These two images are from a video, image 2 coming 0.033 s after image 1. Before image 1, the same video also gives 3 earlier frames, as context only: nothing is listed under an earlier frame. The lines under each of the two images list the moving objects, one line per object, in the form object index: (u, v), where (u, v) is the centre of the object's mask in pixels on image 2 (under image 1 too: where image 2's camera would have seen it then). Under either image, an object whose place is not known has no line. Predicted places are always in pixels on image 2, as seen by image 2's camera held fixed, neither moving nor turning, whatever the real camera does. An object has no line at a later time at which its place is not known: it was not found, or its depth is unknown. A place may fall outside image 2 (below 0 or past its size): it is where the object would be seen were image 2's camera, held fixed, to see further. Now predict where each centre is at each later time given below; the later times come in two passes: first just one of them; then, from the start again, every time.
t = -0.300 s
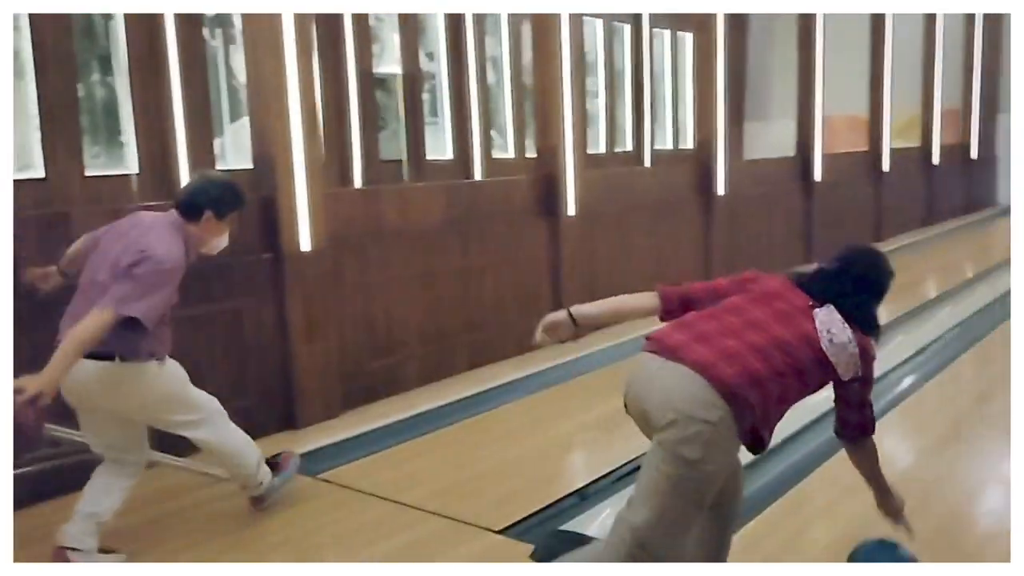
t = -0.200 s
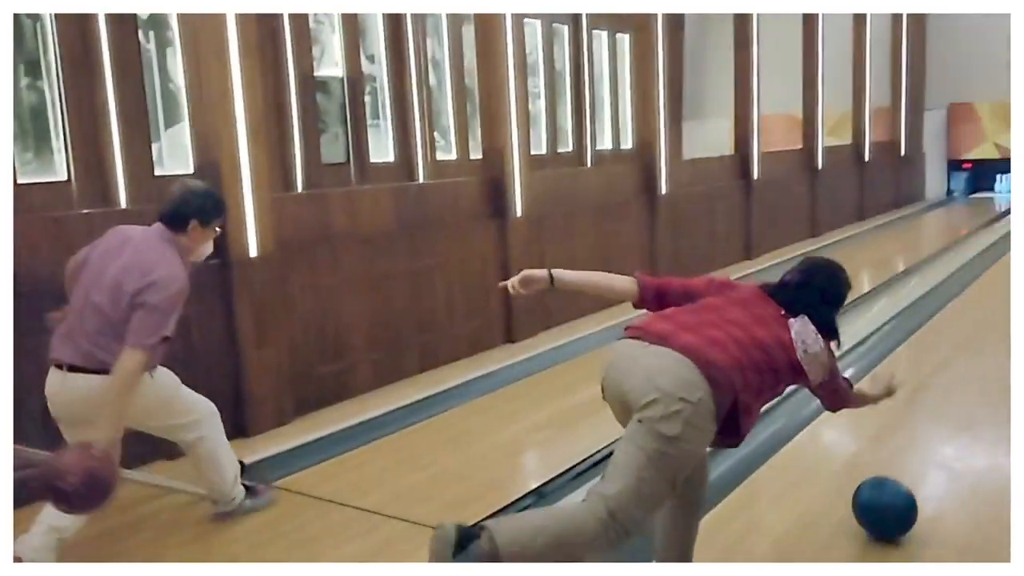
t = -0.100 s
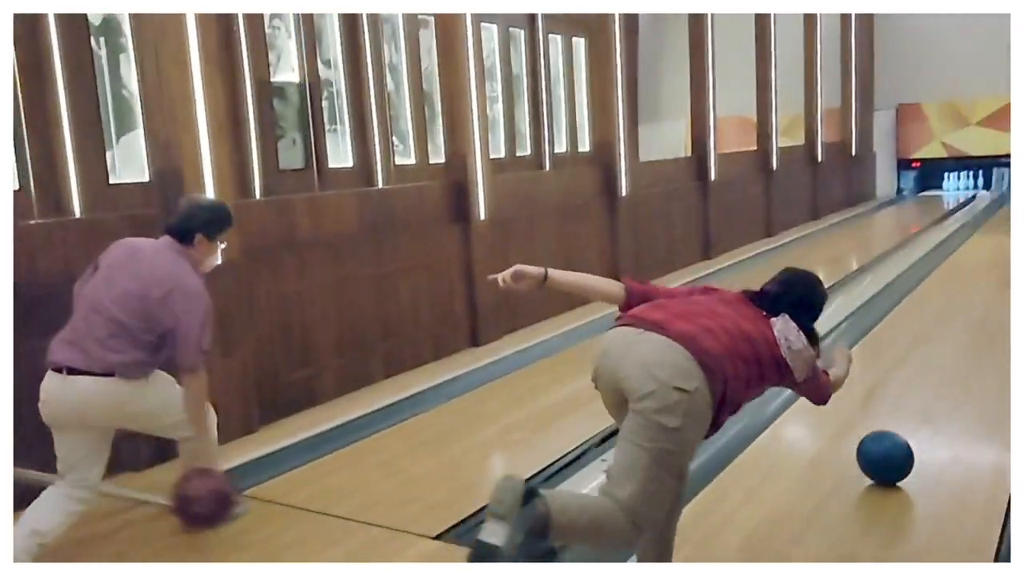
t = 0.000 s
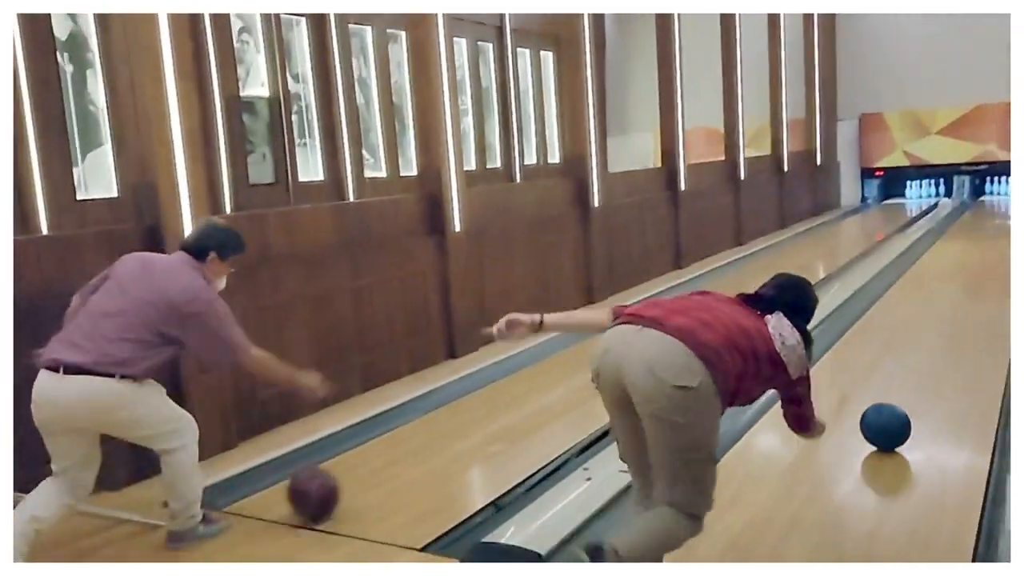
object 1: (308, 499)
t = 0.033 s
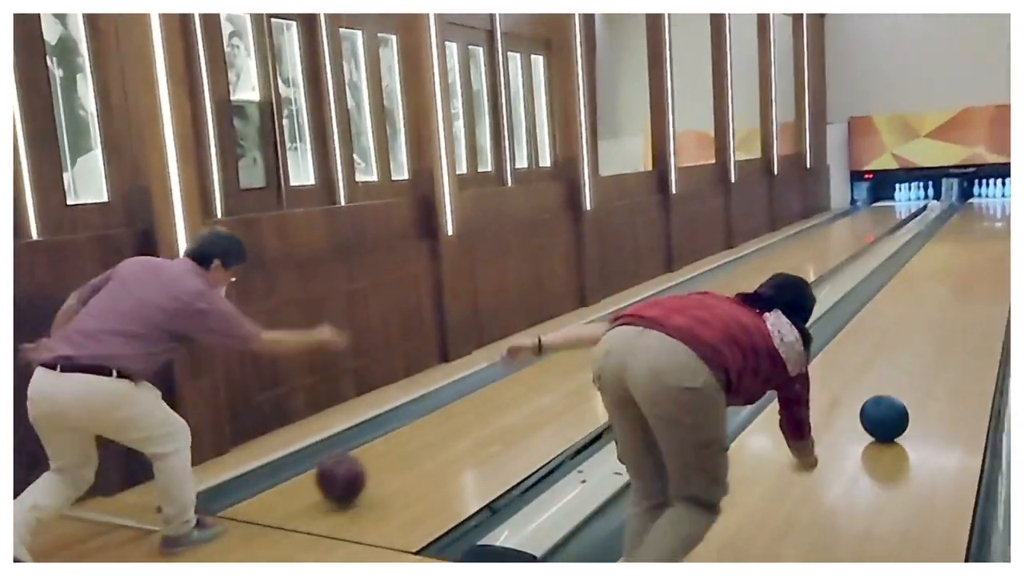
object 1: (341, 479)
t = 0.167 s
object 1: (449, 430)
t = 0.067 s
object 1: (372, 464)
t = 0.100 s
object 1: (399, 453)
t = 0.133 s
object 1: (425, 442)
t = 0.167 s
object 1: (449, 430)
